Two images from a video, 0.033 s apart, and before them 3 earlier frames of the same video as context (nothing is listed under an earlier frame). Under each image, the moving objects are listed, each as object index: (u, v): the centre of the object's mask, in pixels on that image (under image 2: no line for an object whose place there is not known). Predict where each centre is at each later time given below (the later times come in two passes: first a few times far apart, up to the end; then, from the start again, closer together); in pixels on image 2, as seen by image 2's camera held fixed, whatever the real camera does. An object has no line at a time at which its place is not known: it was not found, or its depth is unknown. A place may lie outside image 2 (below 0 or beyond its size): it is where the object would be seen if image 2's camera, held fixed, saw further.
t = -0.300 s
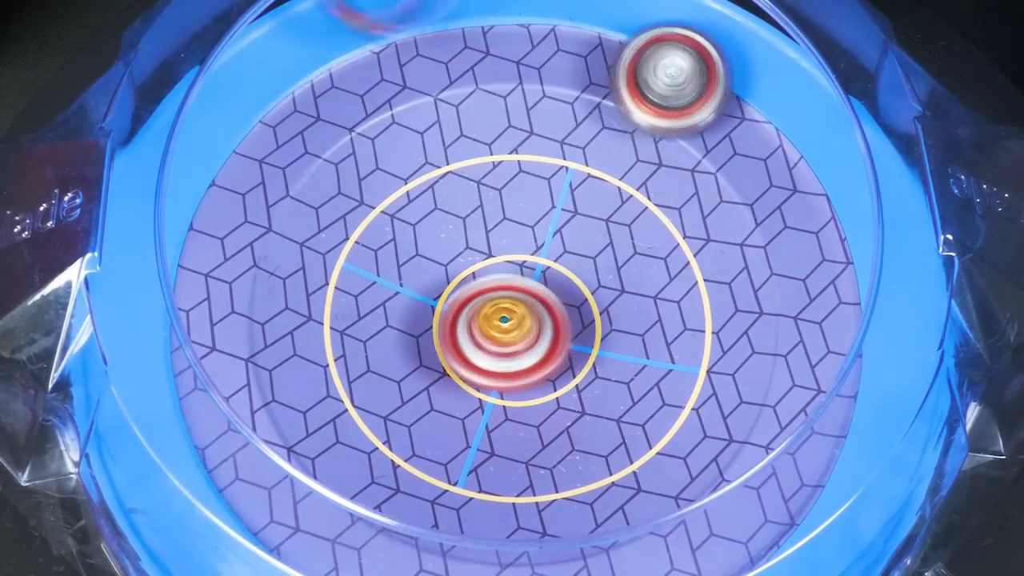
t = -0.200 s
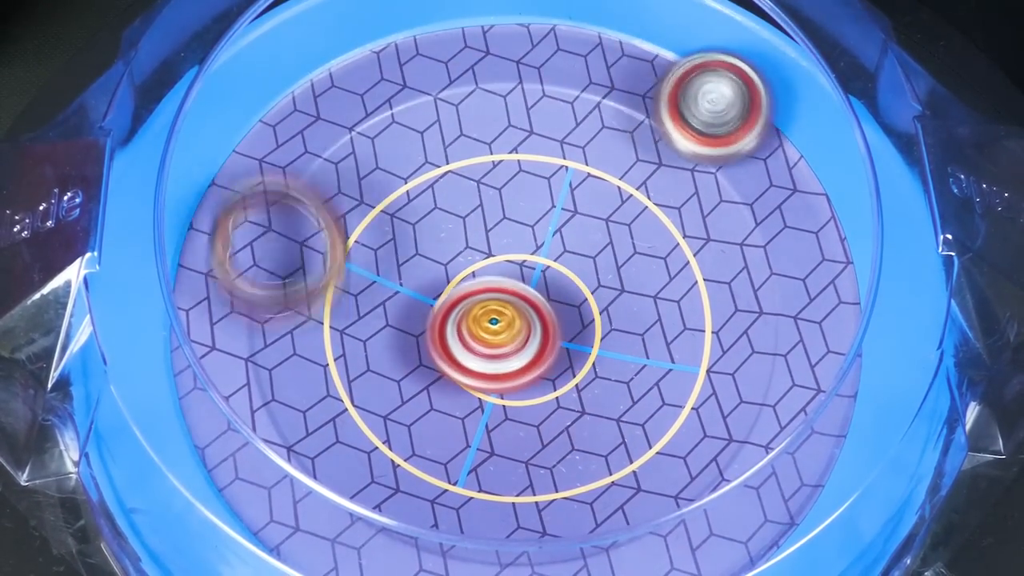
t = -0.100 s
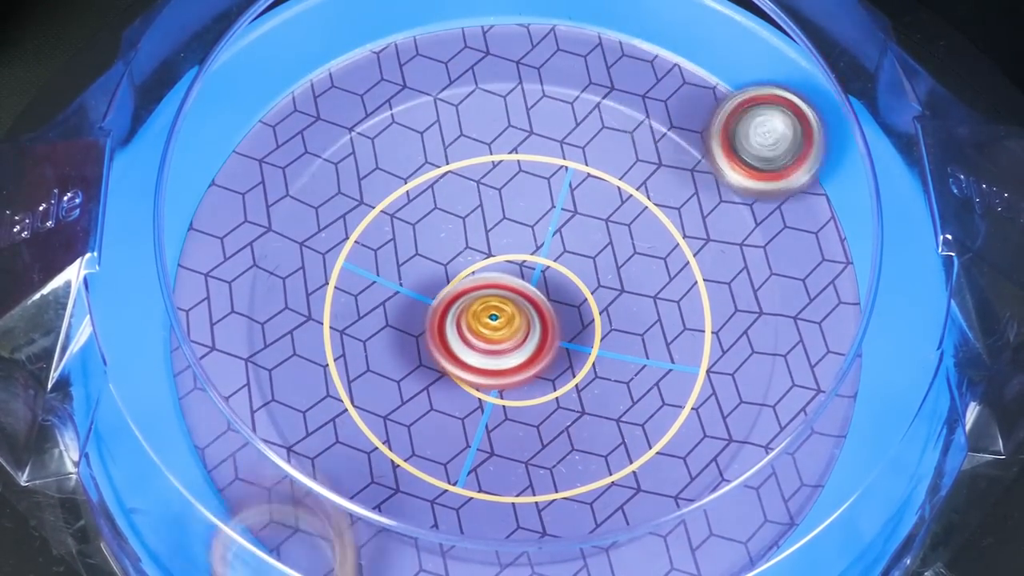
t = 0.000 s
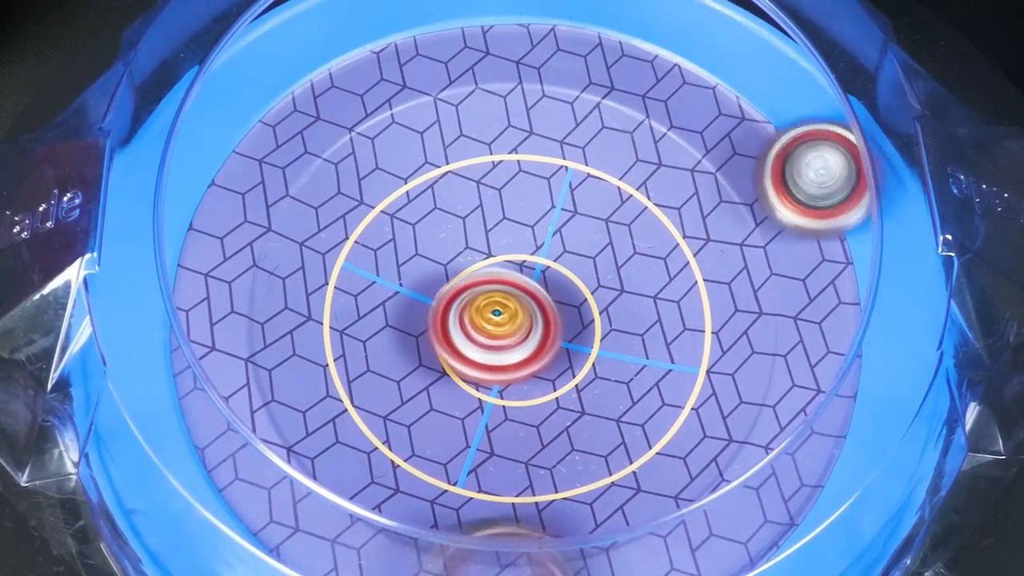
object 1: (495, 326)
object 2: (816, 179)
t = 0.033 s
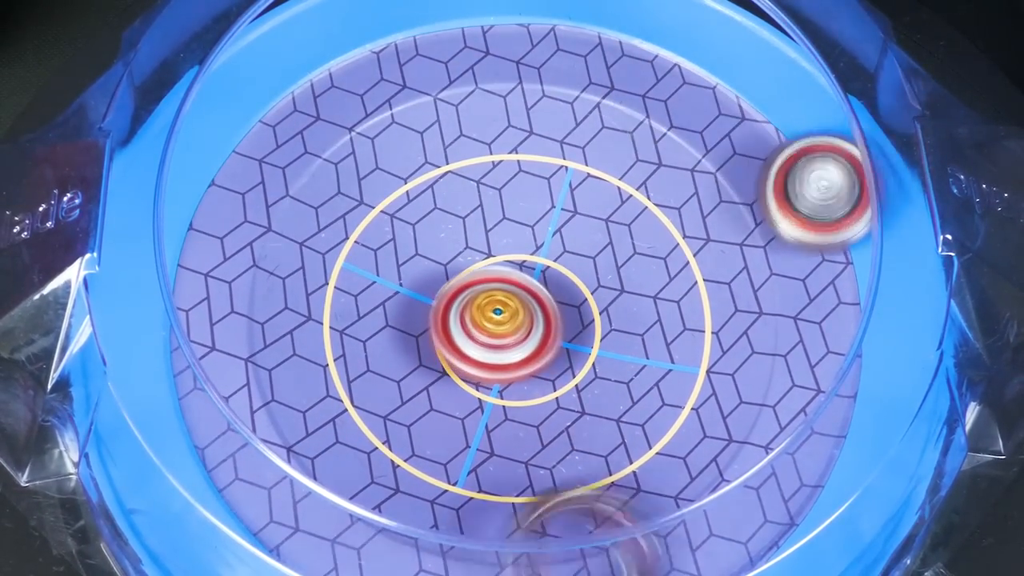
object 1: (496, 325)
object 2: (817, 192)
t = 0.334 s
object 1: (490, 308)
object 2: (828, 257)
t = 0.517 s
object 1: (489, 293)
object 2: (822, 285)
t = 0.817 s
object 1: (491, 286)
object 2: (839, 394)
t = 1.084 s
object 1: (498, 276)
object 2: (801, 488)
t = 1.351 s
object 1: (502, 268)
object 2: (729, 534)
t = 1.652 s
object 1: (507, 265)
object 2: (636, 557)
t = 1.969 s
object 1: (516, 267)
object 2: (530, 564)
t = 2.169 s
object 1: (524, 273)
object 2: (480, 556)
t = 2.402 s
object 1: (531, 282)
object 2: (440, 525)
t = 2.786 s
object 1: (667, 90)
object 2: (390, 451)
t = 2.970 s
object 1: (701, 55)
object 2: (440, 411)
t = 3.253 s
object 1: (709, 65)
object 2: (508, 239)
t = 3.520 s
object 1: (748, 101)
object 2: (442, 218)
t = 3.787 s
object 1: (757, 137)
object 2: (484, 290)
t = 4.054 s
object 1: (722, 178)
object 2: (555, 250)
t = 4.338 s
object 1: (582, 229)
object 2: (455, 255)
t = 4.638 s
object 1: (669, 332)
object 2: (547, 303)
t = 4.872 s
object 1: (749, 325)
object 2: (606, 221)
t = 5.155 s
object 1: (679, 307)
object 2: (567, 260)
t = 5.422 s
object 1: (617, 380)
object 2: (478, 310)
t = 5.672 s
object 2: (519, 355)
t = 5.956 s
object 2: (550, 336)
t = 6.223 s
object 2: (545, 178)
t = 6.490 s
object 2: (436, 254)
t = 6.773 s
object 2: (478, 399)
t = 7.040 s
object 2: (548, 331)
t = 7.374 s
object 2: (455, 260)
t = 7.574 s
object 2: (444, 289)
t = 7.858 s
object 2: (509, 356)
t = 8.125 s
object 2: (597, 408)
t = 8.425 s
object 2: (570, 344)
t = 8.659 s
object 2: (497, 319)
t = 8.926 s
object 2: (493, 307)
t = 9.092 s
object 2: (489, 292)
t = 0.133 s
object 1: (495, 320)
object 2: (814, 229)
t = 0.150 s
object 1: (495, 319)
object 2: (815, 235)
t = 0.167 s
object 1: (494, 318)
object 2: (815, 240)
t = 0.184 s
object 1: (493, 316)
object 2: (817, 242)
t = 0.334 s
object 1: (490, 308)
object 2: (828, 257)
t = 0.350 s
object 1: (489, 307)
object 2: (829, 260)
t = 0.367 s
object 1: (489, 305)
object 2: (840, 264)
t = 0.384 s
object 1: (489, 303)
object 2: (839, 267)
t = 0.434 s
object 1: (489, 298)
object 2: (827, 271)
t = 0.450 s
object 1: (489, 297)
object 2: (825, 273)
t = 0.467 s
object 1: (488, 296)
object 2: (825, 276)
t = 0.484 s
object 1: (489, 295)
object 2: (823, 279)
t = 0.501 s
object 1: (489, 294)
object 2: (822, 282)
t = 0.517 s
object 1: (489, 293)
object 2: (822, 285)
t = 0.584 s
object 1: (488, 291)
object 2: (820, 301)
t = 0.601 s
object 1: (488, 290)
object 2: (820, 305)
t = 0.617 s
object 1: (488, 290)
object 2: (831, 313)
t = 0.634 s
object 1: (487, 290)
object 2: (830, 319)
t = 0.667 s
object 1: (487, 290)
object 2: (832, 332)
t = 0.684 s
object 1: (487, 289)
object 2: (833, 338)
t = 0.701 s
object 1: (487, 289)
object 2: (834, 345)
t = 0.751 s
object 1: (488, 288)
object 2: (837, 368)
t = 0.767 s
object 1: (489, 288)
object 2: (837, 374)
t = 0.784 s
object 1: (489, 287)
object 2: (841, 384)
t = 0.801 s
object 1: (490, 287)
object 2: (841, 389)
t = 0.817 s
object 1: (491, 286)
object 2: (839, 394)
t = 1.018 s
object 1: (496, 280)
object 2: (806, 457)
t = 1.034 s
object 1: (497, 279)
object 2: (803, 463)
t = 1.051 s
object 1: (497, 279)
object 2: (800, 469)
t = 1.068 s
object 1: (498, 277)
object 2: (798, 475)
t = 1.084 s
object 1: (498, 276)
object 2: (801, 488)
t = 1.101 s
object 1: (498, 276)
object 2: (797, 491)
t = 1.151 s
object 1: (499, 273)
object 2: (784, 501)
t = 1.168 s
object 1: (500, 273)
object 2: (779, 505)
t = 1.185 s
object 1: (500, 272)
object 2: (768, 500)
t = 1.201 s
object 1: (501, 272)
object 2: (764, 503)
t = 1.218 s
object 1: (501, 271)
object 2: (765, 514)
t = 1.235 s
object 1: (501, 271)
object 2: (754, 509)
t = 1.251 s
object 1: (501, 270)
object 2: (755, 520)
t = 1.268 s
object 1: (501, 270)
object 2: (752, 522)
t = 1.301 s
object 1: (502, 269)
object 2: (743, 528)
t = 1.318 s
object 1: (502, 269)
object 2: (739, 532)
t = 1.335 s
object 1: (502, 268)
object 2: (734, 532)
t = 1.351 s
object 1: (502, 268)
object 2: (729, 534)
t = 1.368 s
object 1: (503, 268)
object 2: (725, 536)
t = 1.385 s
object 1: (503, 268)
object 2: (720, 538)
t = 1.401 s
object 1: (503, 267)
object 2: (716, 539)
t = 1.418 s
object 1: (503, 267)
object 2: (712, 541)
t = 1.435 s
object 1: (504, 267)
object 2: (707, 542)
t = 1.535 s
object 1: (505, 266)
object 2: (675, 551)
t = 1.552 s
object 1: (505, 266)
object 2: (670, 552)
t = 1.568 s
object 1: (506, 266)
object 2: (664, 553)
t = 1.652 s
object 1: (507, 265)
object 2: (636, 557)
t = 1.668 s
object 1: (507, 265)
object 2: (630, 558)
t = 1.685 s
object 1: (508, 265)
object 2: (623, 559)
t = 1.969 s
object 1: (516, 267)
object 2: (530, 564)
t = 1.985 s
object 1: (517, 267)
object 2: (525, 564)
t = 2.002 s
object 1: (518, 268)
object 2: (520, 564)
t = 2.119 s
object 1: (522, 272)
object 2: (490, 563)
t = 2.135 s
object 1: (523, 272)
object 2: (486, 563)
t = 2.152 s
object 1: (523, 273)
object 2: (484, 557)
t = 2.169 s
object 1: (524, 273)
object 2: (480, 556)
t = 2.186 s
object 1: (525, 274)
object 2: (476, 554)
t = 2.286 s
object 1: (528, 278)
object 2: (456, 545)
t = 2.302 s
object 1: (528, 278)
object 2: (453, 544)
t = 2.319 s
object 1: (528, 279)
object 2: (448, 533)
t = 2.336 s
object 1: (529, 279)
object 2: (448, 533)
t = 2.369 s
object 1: (530, 281)
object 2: (442, 531)
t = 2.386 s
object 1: (530, 282)
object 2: (440, 528)
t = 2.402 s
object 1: (531, 282)
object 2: (440, 525)
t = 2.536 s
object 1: (535, 287)
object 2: (464, 450)
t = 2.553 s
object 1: (536, 288)
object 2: (469, 437)
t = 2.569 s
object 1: (536, 288)
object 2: (475, 423)
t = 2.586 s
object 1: (537, 288)
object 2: (481, 409)
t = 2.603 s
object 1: (544, 281)
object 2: (477, 405)
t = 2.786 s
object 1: (667, 90)
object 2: (390, 451)
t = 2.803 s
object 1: (669, 82)
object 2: (390, 450)
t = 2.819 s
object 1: (672, 76)
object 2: (393, 450)
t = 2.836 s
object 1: (675, 72)
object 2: (396, 448)
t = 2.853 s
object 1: (677, 68)
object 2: (399, 446)
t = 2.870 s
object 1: (681, 64)
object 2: (403, 442)
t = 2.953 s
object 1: (700, 55)
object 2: (433, 418)
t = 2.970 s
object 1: (701, 55)
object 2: (440, 411)
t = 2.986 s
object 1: (698, 56)
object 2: (447, 403)
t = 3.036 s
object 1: (689, 57)
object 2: (470, 376)
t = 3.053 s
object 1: (688, 57)
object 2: (477, 367)
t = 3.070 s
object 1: (688, 57)
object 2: (484, 356)
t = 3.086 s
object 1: (688, 57)
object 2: (489, 346)
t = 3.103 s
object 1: (689, 57)
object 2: (492, 335)
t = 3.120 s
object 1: (691, 57)
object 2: (499, 323)
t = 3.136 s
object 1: (693, 58)
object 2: (502, 312)
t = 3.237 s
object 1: (707, 64)
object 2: (510, 248)
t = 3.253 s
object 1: (709, 65)
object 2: (508, 239)
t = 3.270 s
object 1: (711, 67)
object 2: (506, 231)
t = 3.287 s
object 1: (714, 69)
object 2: (504, 224)
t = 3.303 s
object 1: (716, 71)
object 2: (500, 219)
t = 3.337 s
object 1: (721, 75)
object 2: (492, 209)
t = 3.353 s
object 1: (723, 77)
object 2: (488, 206)
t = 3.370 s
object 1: (726, 80)
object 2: (482, 204)
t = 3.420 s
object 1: (733, 86)
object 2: (468, 202)
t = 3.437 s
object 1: (735, 89)
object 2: (462, 202)
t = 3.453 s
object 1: (738, 91)
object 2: (458, 204)
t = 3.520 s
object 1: (748, 101)
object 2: (442, 218)
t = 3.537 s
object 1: (750, 103)
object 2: (438, 222)
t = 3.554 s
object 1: (753, 105)
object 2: (437, 227)
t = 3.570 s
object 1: (755, 108)
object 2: (435, 232)
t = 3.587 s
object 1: (756, 110)
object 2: (434, 237)
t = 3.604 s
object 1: (757, 112)
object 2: (434, 242)
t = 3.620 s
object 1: (757, 114)
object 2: (436, 247)
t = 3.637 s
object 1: (758, 116)
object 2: (437, 253)
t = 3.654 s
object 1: (758, 118)
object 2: (440, 258)
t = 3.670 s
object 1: (758, 120)
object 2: (444, 263)
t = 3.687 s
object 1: (758, 123)
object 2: (448, 268)
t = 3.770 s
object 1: (757, 135)
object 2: (477, 288)
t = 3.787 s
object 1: (757, 137)
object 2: (484, 290)
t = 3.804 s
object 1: (756, 140)
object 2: (490, 292)
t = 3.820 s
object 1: (756, 143)
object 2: (497, 293)
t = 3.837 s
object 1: (755, 146)
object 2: (503, 293)
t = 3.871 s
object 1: (754, 151)
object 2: (517, 292)
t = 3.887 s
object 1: (753, 153)
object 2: (523, 290)
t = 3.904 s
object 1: (751, 156)
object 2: (528, 287)
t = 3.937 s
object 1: (748, 161)
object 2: (538, 282)
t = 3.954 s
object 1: (747, 163)
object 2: (542, 279)
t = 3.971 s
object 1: (745, 166)
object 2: (546, 275)
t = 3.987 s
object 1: (744, 168)
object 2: (547, 270)
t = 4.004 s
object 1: (742, 171)
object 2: (550, 265)
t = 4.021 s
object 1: (739, 173)
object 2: (553, 260)
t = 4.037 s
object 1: (732, 176)
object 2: (554, 255)
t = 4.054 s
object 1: (722, 178)
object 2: (555, 250)
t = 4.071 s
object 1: (710, 180)
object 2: (555, 245)
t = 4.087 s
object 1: (698, 182)
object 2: (554, 240)
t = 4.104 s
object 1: (685, 183)
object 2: (553, 236)
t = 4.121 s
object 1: (672, 185)
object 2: (549, 233)
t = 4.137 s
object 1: (658, 186)
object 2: (545, 229)
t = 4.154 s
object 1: (648, 188)
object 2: (540, 229)
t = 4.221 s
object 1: (622, 198)
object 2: (500, 226)
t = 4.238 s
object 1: (614, 201)
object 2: (490, 229)
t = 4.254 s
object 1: (606, 203)
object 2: (484, 231)
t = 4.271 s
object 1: (598, 207)
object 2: (477, 236)
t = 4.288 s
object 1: (590, 211)
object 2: (472, 240)
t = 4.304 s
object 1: (584, 216)
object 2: (467, 245)
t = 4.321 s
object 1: (583, 222)
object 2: (460, 250)
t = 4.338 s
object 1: (582, 229)
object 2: (455, 255)
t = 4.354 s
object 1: (580, 235)
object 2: (451, 261)
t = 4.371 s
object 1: (577, 241)
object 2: (450, 267)
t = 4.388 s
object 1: (574, 247)
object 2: (449, 274)
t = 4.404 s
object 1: (573, 254)
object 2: (450, 280)
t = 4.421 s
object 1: (576, 264)
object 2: (451, 285)
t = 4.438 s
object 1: (580, 275)
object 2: (452, 287)
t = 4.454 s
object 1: (584, 288)
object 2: (456, 290)
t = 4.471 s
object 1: (586, 298)
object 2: (460, 293)
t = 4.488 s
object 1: (589, 308)
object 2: (466, 296)
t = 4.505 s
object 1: (594, 318)
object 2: (472, 298)
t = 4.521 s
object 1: (600, 325)
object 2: (478, 300)
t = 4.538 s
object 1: (608, 330)
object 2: (485, 302)
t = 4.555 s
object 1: (618, 334)
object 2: (493, 303)
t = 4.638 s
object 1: (669, 332)
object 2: (547, 303)
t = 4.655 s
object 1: (678, 330)
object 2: (558, 302)
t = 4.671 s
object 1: (684, 327)
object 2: (568, 300)
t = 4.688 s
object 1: (688, 325)
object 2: (578, 297)
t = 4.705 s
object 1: (692, 322)
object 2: (586, 293)
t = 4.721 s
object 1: (699, 323)
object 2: (592, 285)
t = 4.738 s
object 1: (707, 326)
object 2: (598, 277)
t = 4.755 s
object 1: (715, 326)
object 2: (602, 268)
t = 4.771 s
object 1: (722, 327)
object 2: (605, 260)
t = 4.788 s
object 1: (729, 328)
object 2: (607, 251)
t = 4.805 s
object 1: (736, 327)
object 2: (608, 242)
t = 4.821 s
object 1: (740, 327)
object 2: (608, 236)
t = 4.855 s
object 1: (748, 325)
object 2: (607, 225)
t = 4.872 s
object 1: (749, 325)
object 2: (606, 221)
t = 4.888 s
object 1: (750, 323)
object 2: (605, 216)
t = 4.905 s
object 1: (750, 322)
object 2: (604, 212)
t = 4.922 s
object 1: (750, 320)
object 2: (602, 210)
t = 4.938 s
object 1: (748, 318)
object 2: (600, 209)
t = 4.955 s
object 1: (746, 317)
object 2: (598, 208)
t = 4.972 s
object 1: (744, 315)
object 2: (596, 209)
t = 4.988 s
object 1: (741, 314)
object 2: (594, 212)
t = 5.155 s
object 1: (679, 307)
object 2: (567, 260)
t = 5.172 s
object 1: (672, 308)
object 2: (562, 266)
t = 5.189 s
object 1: (667, 313)
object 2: (557, 268)
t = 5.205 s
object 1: (665, 321)
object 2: (551, 269)
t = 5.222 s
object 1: (661, 326)
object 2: (543, 271)
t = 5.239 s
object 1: (655, 331)
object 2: (536, 273)
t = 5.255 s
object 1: (650, 334)
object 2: (530, 277)
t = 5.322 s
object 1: (626, 346)
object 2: (512, 295)
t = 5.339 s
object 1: (622, 350)
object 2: (507, 300)
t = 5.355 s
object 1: (623, 357)
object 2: (499, 301)
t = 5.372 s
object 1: (621, 361)
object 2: (492, 303)
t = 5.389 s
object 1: (620, 368)
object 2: (487, 304)
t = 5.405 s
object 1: (618, 373)
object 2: (481, 308)
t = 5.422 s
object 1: (617, 380)
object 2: (478, 310)
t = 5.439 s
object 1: (615, 385)
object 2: (475, 313)
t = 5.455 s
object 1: (614, 392)
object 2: (473, 316)
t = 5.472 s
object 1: (612, 397)
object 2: (473, 321)
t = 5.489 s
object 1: (610, 404)
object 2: (473, 326)
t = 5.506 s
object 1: (609, 409)
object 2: (475, 331)
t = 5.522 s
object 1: (606, 413)
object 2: (478, 336)
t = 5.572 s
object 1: (600, 425)
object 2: (489, 350)
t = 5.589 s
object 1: (597, 429)
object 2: (495, 355)
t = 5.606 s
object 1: (595, 432)
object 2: (500, 359)
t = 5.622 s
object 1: (593, 439)
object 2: (504, 360)
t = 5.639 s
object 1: (595, 447)
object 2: (509, 360)
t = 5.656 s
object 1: (595, 455)
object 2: (514, 358)
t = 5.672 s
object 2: (519, 355)
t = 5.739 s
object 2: (535, 347)
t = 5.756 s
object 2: (539, 344)
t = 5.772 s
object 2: (542, 342)
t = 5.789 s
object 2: (544, 340)
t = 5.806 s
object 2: (547, 339)
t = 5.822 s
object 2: (548, 337)
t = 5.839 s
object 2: (549, 336)
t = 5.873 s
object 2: (551, 335)
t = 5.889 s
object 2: (552, 334)
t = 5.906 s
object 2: (552, 334)
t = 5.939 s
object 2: (551, 335)
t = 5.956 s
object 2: (550, 336)
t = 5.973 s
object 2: (549, 337)
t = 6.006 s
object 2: (547, 340)
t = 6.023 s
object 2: (546, 340)
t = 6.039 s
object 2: (545, 340)
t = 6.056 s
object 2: (546, 324)
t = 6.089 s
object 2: (553, 284)
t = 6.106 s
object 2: (555, 265)
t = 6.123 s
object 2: (556, 249)
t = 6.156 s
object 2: (557, 218)
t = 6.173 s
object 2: (555, 206)
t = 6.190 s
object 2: (552, 194)
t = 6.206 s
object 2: (549, 185)
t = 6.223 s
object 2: (545, 178)
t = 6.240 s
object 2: (541, 173)
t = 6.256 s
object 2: (537, 171)
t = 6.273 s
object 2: (533, 168)
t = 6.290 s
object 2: (526, 168)
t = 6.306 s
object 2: (519, 169)
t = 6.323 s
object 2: (512, 172)
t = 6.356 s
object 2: (496, 180)
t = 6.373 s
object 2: (488, 187)
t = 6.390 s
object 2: (479, 194)
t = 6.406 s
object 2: (471, 201)
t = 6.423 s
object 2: (463, 211)
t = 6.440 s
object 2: (454, 221)
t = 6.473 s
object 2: (440, 243)
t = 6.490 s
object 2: (436, 254)
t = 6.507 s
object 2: (432, 267)
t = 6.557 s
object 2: (424, 303)
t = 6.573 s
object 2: (422, 314)
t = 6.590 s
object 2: (421, 326)
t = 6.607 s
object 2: (422, 336)
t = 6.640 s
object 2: (429, 355)
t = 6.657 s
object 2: (433, 365)
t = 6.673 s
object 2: (439, 372)
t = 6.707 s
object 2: (451, 385)
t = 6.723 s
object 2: (458, 390)
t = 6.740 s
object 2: (465, 394)
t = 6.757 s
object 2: (472, 396)
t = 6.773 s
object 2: (478, 399)
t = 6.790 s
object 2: (486, 401)
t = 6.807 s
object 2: (493, 401)
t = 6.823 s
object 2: (500, 400)
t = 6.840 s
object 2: (506, 399)
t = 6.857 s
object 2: (513, 396)
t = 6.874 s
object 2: (520, 392)
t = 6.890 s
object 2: (525, 389)
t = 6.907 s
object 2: (531, 385)
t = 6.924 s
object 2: (535, 380)
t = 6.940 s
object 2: (539, 374)
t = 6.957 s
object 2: (542, 367)
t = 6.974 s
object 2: (545, 360)
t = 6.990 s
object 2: (547, 353)
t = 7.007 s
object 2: (549, 346)
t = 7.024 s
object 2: (549, 339)
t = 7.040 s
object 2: (548, 331)
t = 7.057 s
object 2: (547, 324)
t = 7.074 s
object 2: (545, 318)
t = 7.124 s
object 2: (533, 298)
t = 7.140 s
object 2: (530, 292)
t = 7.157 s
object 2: (524, 287)
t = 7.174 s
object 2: (519, 282)
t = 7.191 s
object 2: (514, 277)
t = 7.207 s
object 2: (508, 273)
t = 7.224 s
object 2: (501, 270)
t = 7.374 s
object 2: (455, 260)
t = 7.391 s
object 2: (451, 261)
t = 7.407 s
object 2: (448, 263)
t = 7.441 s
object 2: (442, 267)
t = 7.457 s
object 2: (440, 269)
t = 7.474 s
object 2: (440, 271)
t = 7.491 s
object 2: (439, 274)
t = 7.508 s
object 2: (439, 277)
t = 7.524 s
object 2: (440, 280)
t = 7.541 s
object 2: (441, 283)
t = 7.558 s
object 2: (441, 286)
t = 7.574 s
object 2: (444, 289)
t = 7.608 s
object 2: (449, 294)
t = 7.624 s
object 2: (452, 297)
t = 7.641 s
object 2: (455, 298)
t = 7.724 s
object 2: (477, 306)
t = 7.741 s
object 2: (483, 307)
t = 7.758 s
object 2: (487, 308)
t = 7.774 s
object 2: (490, 315)
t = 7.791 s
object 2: (492, 326)
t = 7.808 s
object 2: (494, 335)
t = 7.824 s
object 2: (499, 345)
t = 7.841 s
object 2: (504, 351)
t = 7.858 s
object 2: (509, 356)
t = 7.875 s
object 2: (515, 360)
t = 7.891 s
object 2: (522, 364)
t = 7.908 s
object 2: (528, 365)
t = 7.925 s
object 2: (535, 365)
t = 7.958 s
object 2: (549, 363)
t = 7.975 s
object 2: (555, 360)
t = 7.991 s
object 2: (562, 361)
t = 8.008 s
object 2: (569, 371)
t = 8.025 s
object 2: (574, 382)
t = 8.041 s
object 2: (580, 391)
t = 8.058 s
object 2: (584, 398)
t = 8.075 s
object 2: (588, 403)
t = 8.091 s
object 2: (591, 406)
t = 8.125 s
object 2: (597, 408)
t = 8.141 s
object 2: (600, 407)
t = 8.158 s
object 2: (602, 404)
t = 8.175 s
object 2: (603, 400)
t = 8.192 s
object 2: (605, 395)
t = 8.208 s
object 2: (605, 390)
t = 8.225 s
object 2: (604, 385)
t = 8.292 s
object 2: (599, 360)
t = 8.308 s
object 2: (597, 355)
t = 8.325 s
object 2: (595, 354)
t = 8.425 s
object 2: (570, 344)
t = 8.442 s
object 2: (564, 342)
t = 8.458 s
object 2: (558, 341)
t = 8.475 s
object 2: (552, 341)
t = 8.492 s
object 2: (545, 342)
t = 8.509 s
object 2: (539, 342)
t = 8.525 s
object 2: (532, 341)
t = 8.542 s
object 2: (528, 339)
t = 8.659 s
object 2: (497, 319)
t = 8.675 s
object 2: (496, 318)
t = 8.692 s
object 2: (494, 317)
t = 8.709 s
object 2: (494, 317)
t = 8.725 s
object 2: (493, 317)
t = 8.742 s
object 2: (493, 317)
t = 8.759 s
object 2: (493, 316)
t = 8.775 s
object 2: (492, 317)
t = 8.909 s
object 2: (493, 311)
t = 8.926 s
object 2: (493, 307)
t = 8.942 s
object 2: (493, 303)
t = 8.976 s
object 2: (493, 295)
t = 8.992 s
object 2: (492, 291)
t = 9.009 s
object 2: (491, 291)
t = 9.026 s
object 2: (490, 291)
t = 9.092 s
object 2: (489, 292)
